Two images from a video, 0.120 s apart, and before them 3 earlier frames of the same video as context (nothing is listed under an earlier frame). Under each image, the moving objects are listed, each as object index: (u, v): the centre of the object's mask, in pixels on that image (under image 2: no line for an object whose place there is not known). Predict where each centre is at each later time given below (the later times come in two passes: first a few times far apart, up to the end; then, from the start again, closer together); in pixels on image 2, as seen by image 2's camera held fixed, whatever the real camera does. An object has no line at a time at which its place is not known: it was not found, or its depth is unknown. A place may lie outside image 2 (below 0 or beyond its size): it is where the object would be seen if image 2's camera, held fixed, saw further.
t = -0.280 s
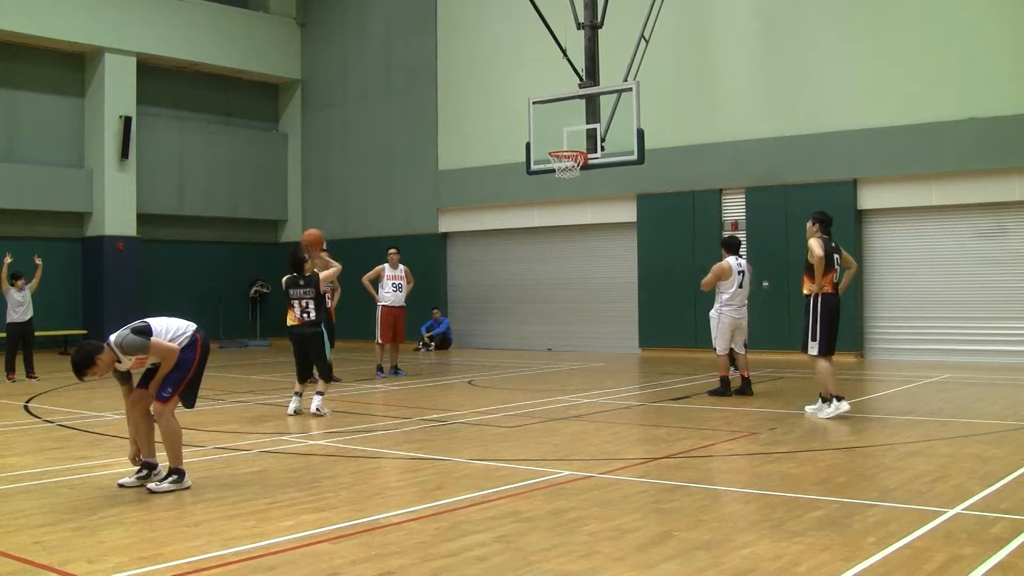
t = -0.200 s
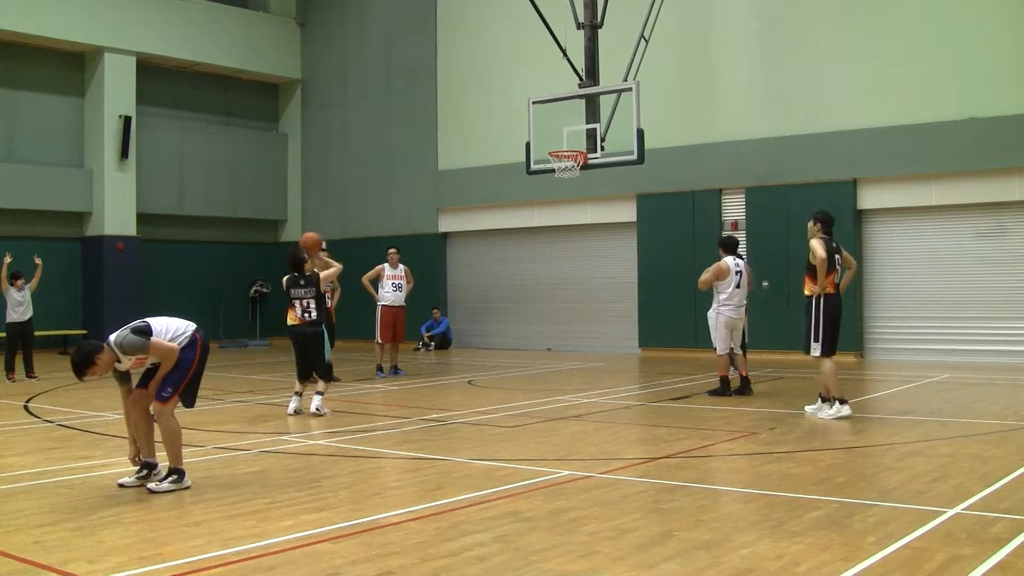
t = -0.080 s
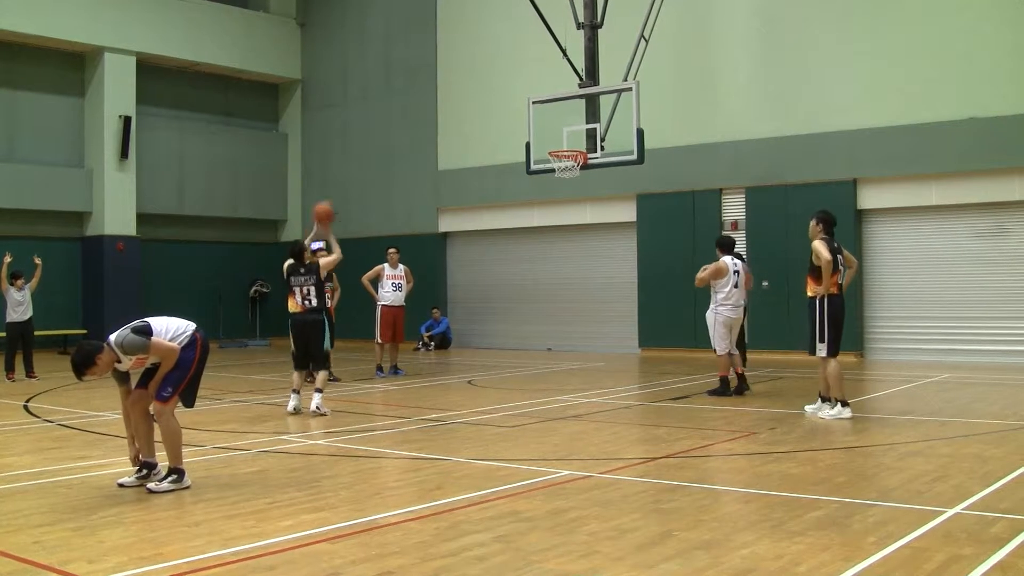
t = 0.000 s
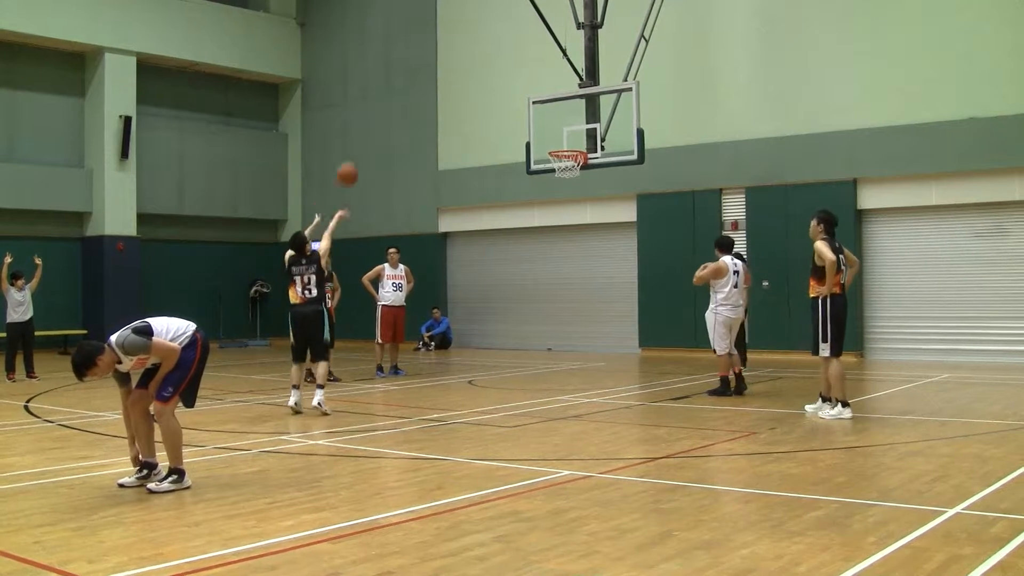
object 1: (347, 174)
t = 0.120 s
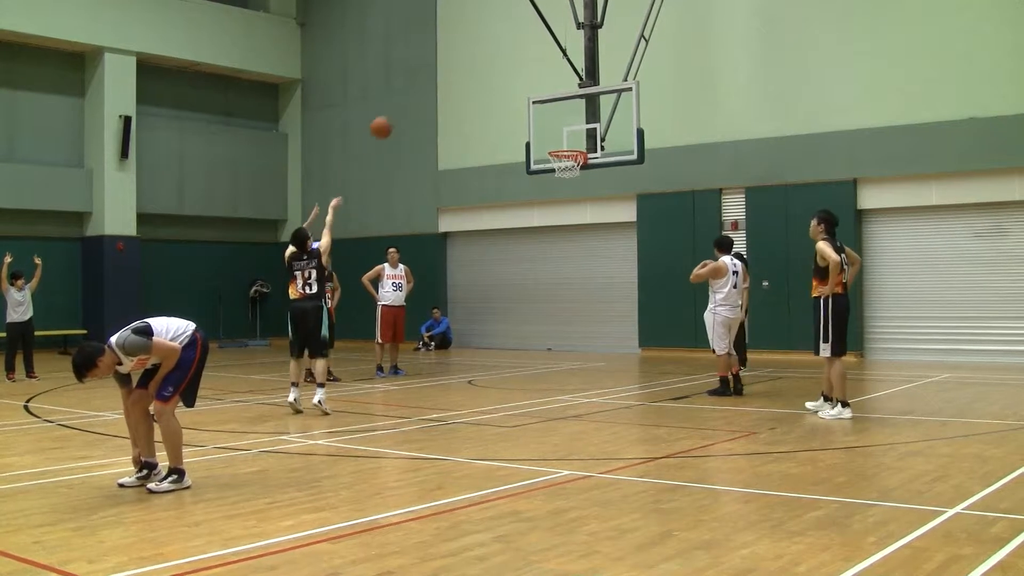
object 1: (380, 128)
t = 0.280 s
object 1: (423, 88)
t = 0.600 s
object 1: (496, 79)
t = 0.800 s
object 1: (537, 109)
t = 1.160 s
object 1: (571, 187)
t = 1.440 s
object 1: (572, 273)
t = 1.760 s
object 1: (572, 334)
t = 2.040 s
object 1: (566, 255)
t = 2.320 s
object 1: (560, 235)
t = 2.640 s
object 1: (554, 296)
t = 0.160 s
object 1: (391, 116)
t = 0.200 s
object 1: (402, 105)
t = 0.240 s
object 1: (413, 96)
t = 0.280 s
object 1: (423, 88)
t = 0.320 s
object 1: (432, 83)
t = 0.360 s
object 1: (442, 78)
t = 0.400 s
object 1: (452, 76)
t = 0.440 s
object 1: (461, 73)
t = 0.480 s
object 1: (470, 73)
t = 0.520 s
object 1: (479, 74)
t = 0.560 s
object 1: (488, 76)
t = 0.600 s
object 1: (496, 79)
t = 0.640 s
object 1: (505, 82)
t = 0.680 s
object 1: (513, 87)
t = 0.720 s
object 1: (521, 94)
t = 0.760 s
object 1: (529, 101)
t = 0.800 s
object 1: (537, 109)
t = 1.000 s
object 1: (568, 160)
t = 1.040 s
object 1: (570, 171)
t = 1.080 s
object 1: (571, 175)
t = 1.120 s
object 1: (571, 181)
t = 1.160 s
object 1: (571, 187)
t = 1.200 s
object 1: (571, 195)
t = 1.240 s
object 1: (571, 205)
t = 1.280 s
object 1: (571, 216)
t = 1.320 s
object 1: (571, 228)
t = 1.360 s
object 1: (572, 242)
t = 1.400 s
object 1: (572, 256)
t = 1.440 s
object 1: (572, 273)
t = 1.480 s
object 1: (573, 291)
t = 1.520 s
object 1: (573, 311)
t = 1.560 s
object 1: (573, 331)
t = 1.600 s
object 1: (574, 352)
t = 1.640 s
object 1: (575, 377)
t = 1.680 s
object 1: (574, 369)
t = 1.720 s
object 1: (573, 351)
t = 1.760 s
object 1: (572, 334)
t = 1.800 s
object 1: (571, 319)
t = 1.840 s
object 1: (570, 305)
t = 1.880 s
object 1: (570, 293)
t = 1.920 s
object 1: (569, 282)
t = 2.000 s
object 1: (566, 262)
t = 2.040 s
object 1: (566, 255)
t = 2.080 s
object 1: (565, 248)
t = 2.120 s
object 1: (564, 240)
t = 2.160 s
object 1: (563, 237)
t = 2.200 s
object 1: (562, 235)
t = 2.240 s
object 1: (561, 234)
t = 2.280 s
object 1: (560, 234)
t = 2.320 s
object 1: (560, 235)
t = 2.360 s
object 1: (559, 237)
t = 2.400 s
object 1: (558, 241)
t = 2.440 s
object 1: (557, 247)
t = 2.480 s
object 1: (557, 254)
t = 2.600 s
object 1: (555, 283)
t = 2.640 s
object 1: (554, 296)
